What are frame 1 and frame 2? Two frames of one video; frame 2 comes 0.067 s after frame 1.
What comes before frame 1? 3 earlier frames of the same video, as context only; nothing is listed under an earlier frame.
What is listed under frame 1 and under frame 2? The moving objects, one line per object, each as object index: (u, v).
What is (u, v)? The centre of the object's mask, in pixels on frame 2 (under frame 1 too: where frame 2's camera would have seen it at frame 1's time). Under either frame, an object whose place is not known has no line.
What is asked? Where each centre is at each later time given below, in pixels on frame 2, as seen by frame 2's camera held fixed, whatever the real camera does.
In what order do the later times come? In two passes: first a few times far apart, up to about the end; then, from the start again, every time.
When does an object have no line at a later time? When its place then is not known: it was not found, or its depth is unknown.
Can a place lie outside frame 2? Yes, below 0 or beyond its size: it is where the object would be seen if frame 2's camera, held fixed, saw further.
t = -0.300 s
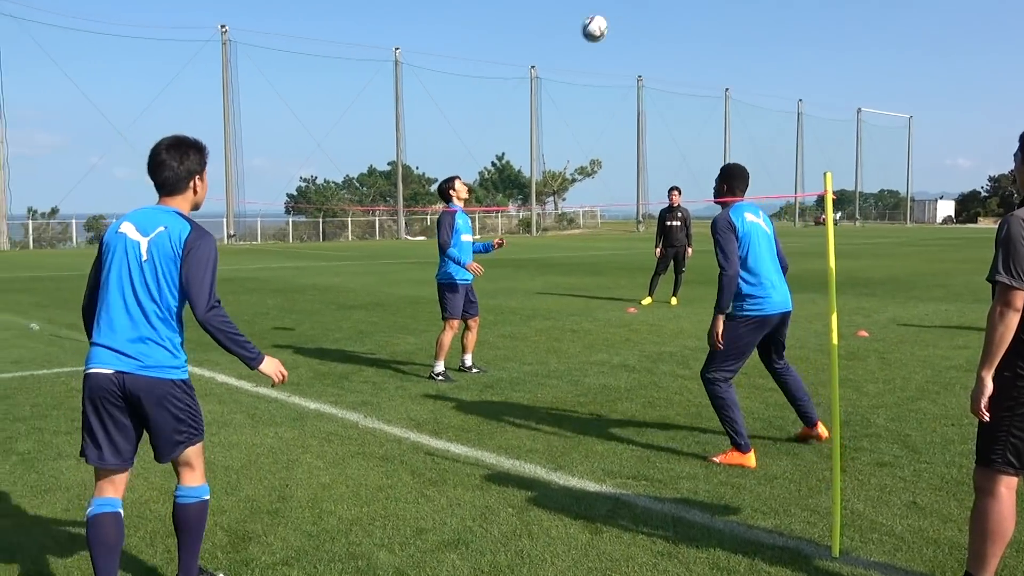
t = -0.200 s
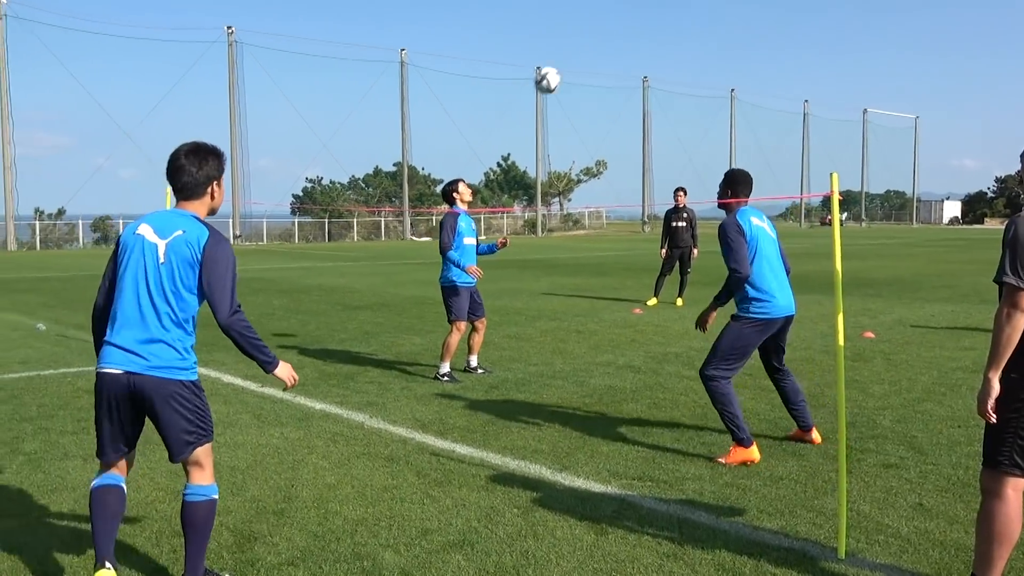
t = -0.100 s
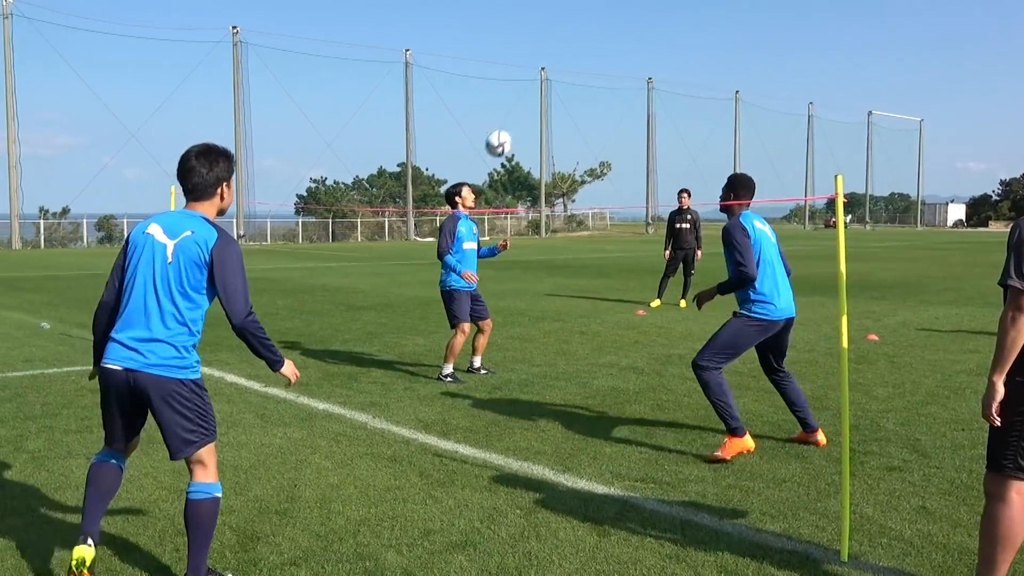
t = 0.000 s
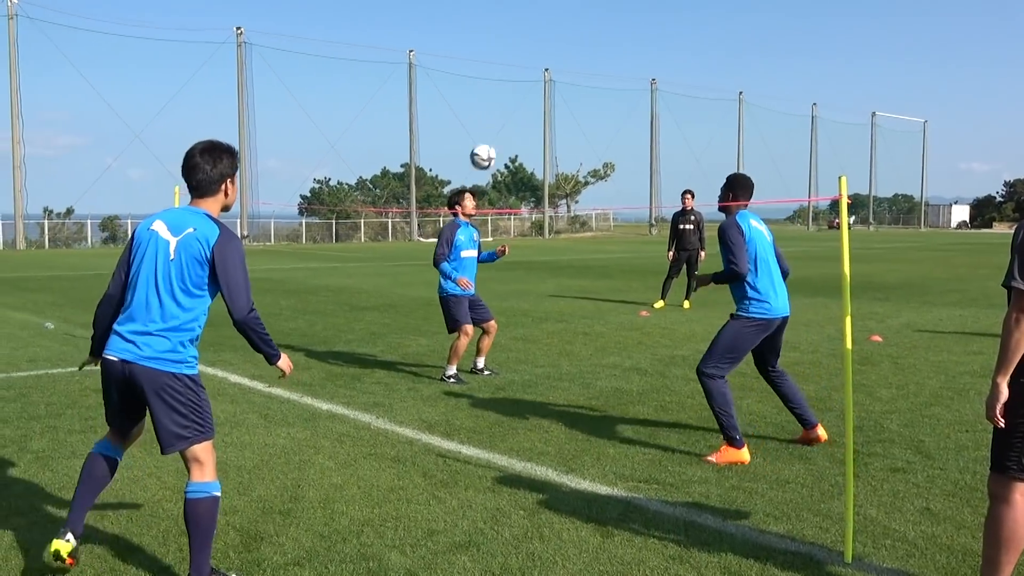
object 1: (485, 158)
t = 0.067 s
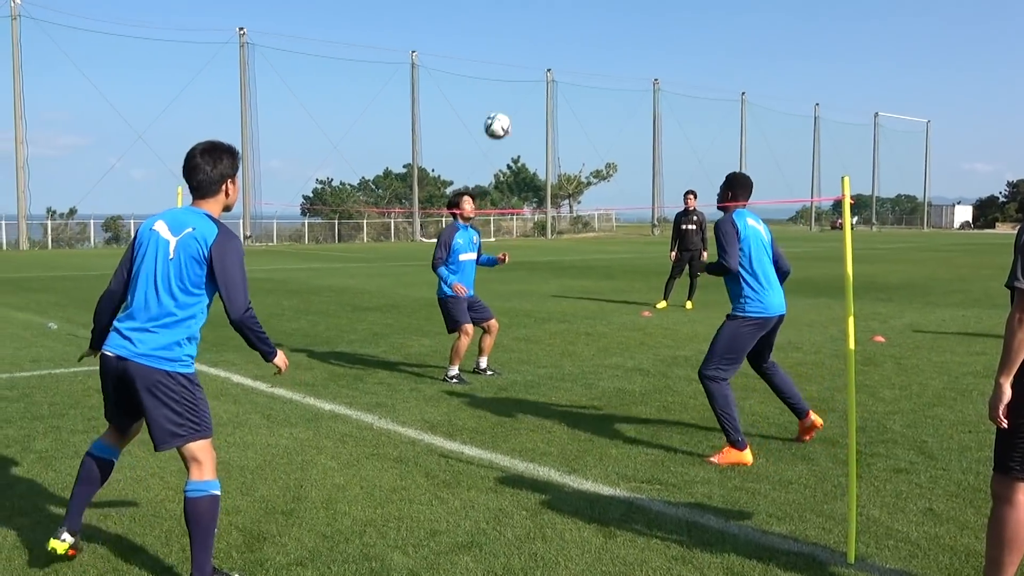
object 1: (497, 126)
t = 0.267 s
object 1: (537, 58)
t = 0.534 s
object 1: (596, 41)
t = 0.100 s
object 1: (504, 112)
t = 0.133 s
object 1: (510, 99)
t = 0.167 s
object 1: (517, 87)
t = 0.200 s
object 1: (524, 76)
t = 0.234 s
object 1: (530, 66)
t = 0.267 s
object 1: (537, 58)
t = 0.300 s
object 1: (544, 51)
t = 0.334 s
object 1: (551, 45)
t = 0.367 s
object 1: (559, 41)
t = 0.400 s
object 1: (566, 38)
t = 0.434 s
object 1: (573, 37)
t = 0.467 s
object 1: (581, 37)
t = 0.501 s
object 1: (588, 38)
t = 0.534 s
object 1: (596, 41)
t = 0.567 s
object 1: (603, 46)
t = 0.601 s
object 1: (611, 52)
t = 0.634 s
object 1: (617, 60)
